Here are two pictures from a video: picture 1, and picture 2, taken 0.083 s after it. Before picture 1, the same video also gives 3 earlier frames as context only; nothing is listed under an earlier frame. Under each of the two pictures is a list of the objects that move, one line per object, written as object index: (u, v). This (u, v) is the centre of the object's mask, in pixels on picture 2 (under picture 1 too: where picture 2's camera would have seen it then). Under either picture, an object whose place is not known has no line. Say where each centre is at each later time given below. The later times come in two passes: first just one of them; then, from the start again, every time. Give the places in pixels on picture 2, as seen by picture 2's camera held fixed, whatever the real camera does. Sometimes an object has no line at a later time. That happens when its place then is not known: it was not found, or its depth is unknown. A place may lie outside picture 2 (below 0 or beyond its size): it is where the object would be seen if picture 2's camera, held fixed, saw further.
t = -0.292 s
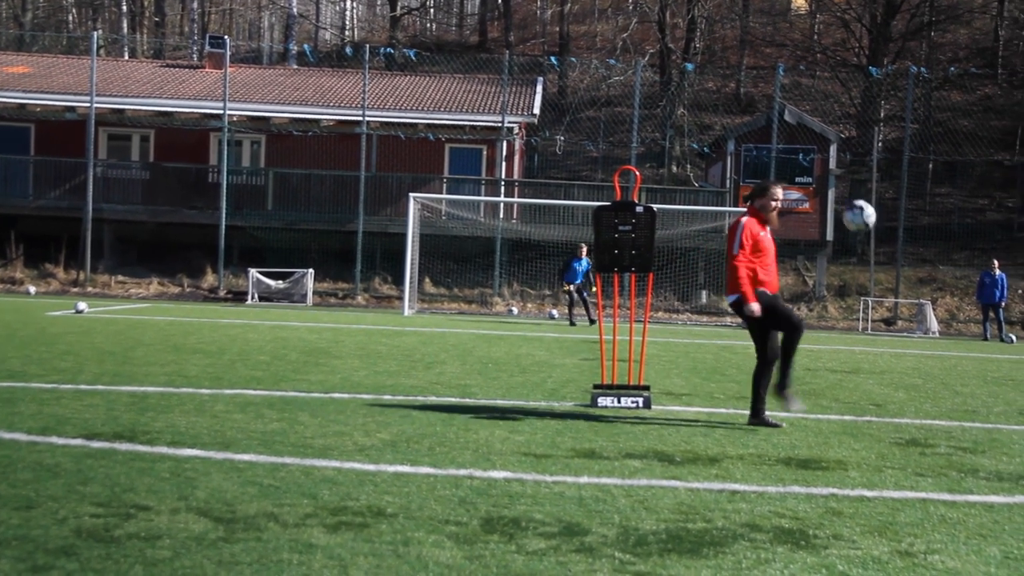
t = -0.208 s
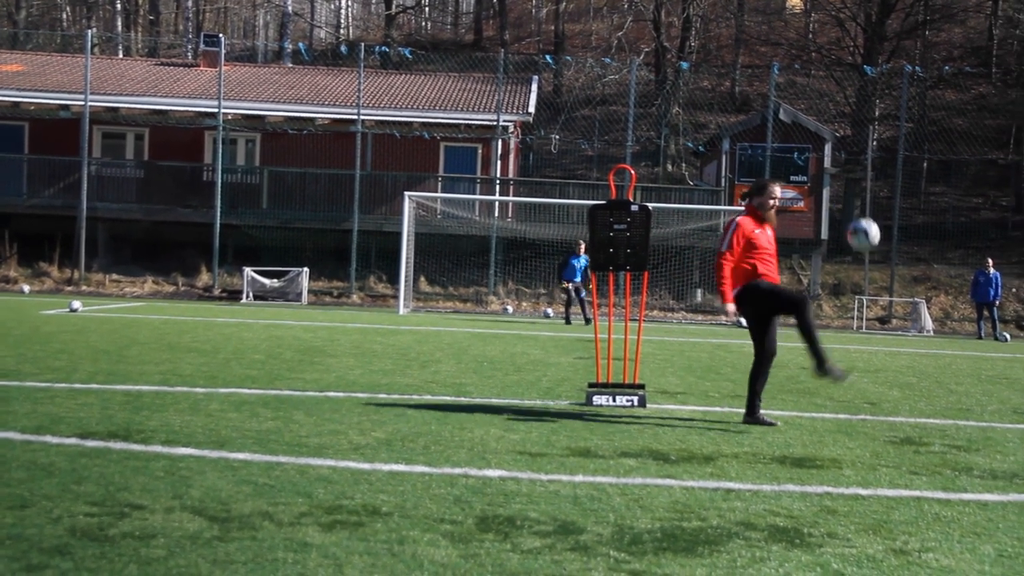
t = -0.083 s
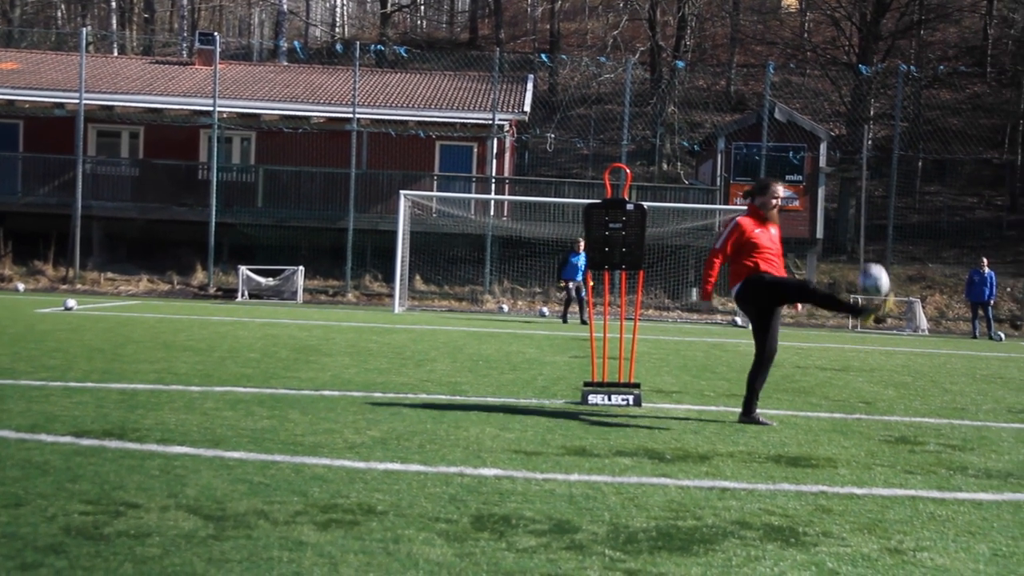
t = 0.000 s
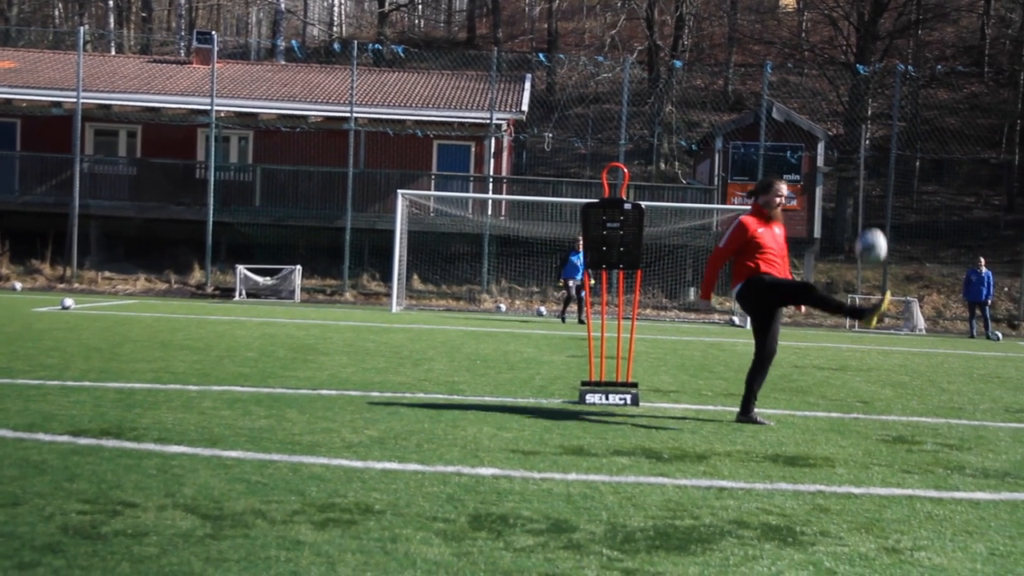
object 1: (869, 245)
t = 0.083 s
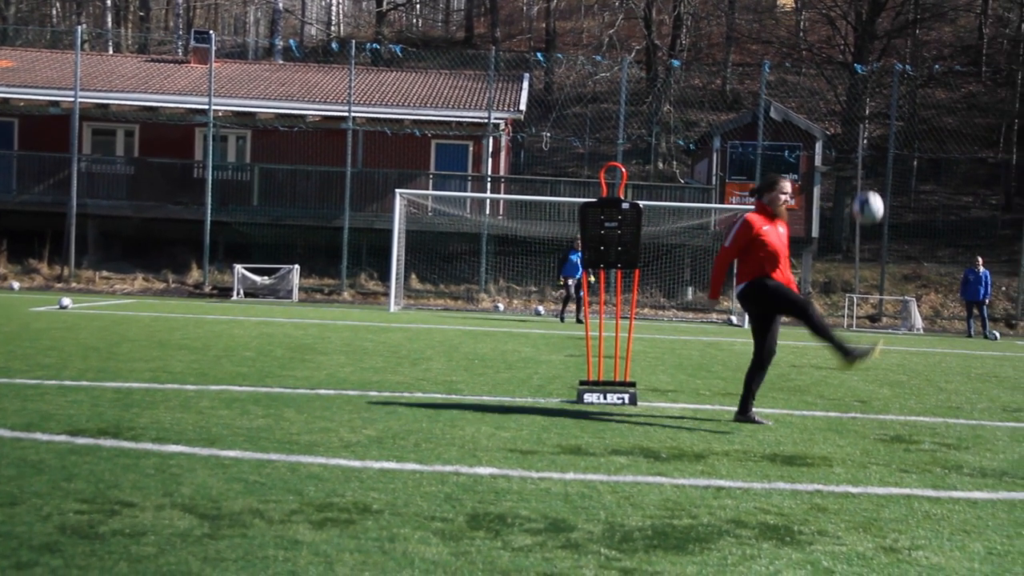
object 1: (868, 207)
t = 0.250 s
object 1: (866, 162)
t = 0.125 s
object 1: (867, 192)
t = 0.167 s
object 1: (867, 180)
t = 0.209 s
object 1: (866, 170)
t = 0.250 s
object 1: (866, 162)
